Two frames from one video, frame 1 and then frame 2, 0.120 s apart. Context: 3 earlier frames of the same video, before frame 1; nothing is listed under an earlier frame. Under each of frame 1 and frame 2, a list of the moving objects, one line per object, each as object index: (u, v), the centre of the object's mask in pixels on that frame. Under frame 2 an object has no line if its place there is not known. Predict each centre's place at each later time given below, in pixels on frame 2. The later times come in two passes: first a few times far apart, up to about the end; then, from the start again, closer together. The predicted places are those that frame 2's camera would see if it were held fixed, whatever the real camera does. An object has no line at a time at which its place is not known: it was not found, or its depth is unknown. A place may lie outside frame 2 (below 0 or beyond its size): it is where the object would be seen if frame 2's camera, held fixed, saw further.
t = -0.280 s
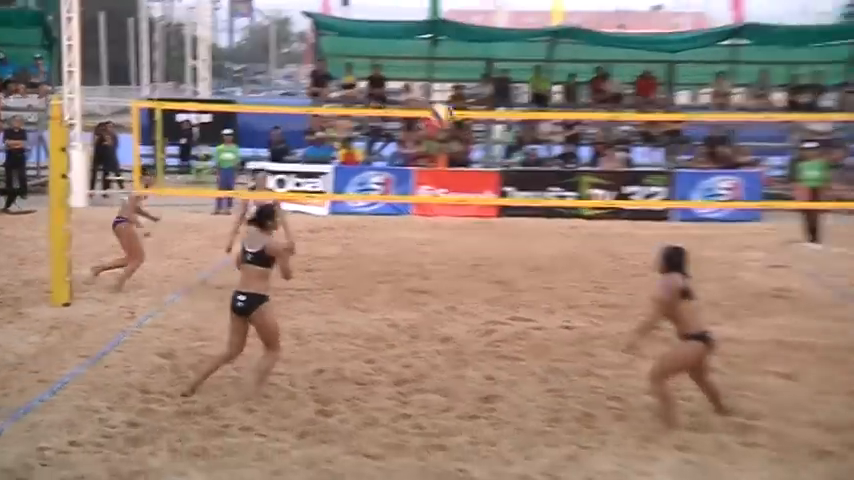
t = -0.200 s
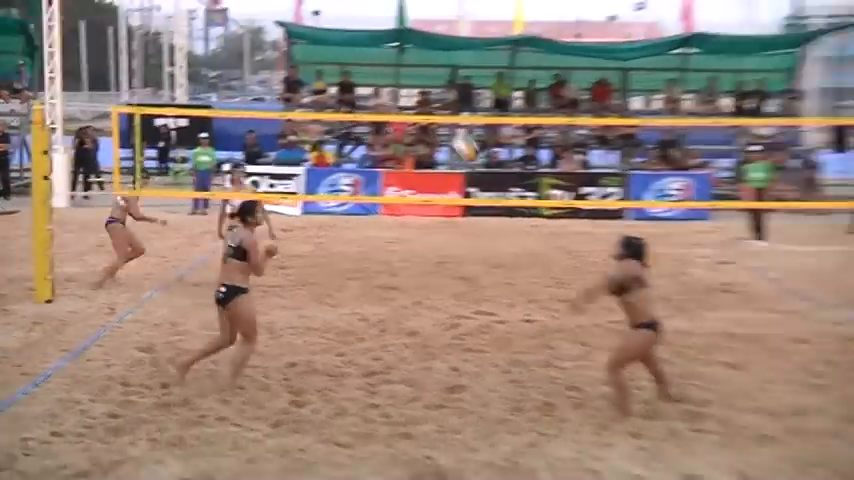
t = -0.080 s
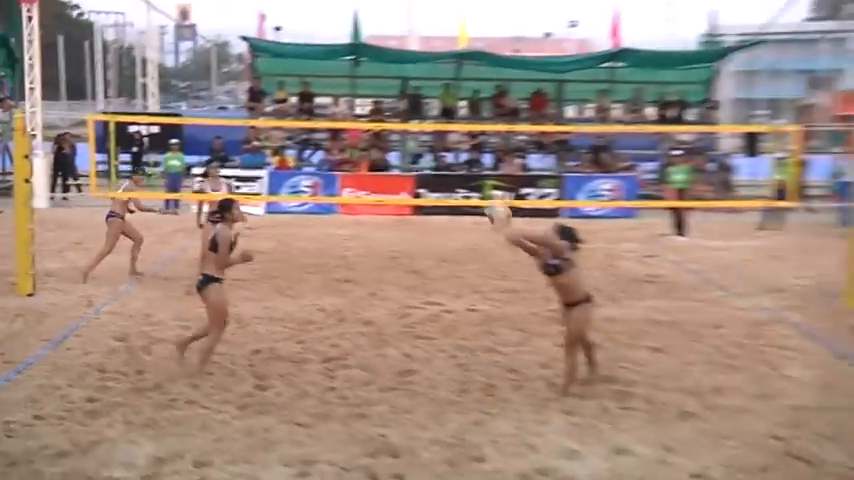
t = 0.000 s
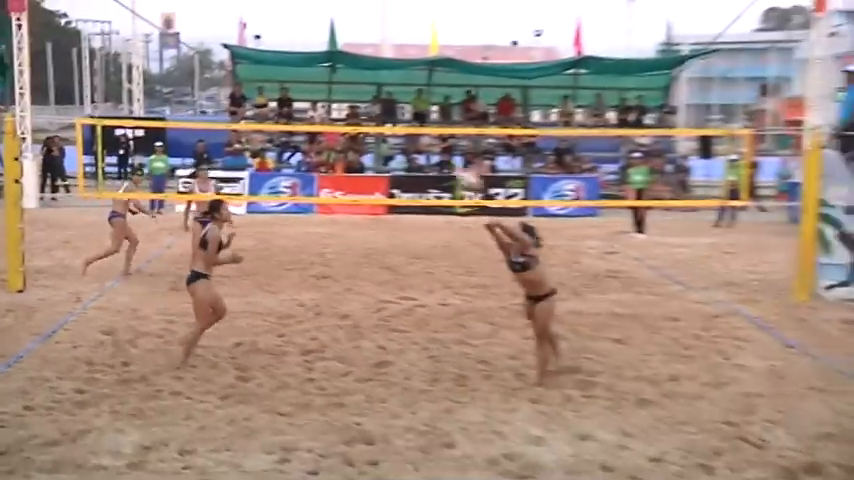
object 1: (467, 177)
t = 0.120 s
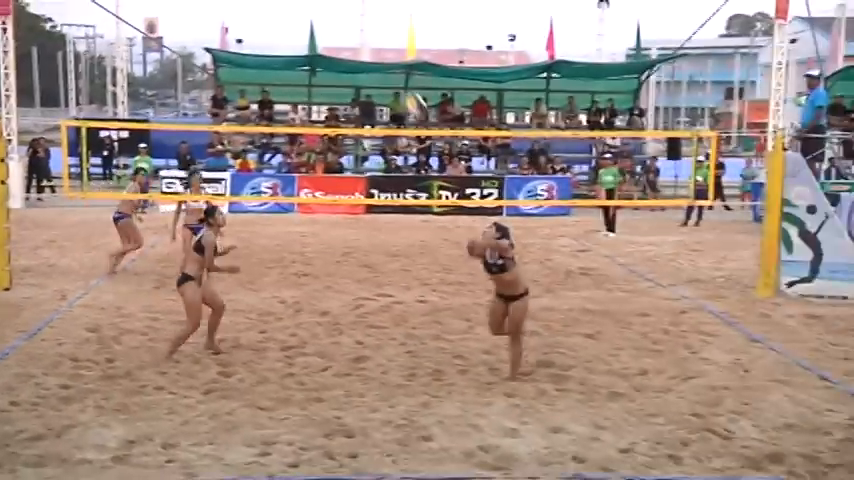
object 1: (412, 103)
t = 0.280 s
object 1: (373, 36)
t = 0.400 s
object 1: (348, 5)
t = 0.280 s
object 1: (373, 36)
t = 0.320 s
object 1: (364, 25)
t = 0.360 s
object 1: (355, 14)
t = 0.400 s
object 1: (348, 5)
